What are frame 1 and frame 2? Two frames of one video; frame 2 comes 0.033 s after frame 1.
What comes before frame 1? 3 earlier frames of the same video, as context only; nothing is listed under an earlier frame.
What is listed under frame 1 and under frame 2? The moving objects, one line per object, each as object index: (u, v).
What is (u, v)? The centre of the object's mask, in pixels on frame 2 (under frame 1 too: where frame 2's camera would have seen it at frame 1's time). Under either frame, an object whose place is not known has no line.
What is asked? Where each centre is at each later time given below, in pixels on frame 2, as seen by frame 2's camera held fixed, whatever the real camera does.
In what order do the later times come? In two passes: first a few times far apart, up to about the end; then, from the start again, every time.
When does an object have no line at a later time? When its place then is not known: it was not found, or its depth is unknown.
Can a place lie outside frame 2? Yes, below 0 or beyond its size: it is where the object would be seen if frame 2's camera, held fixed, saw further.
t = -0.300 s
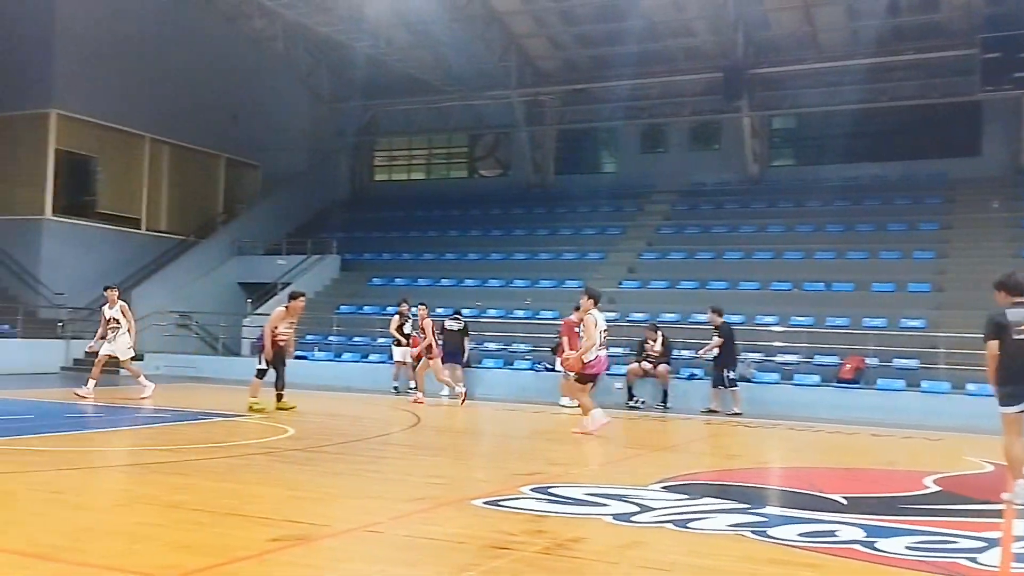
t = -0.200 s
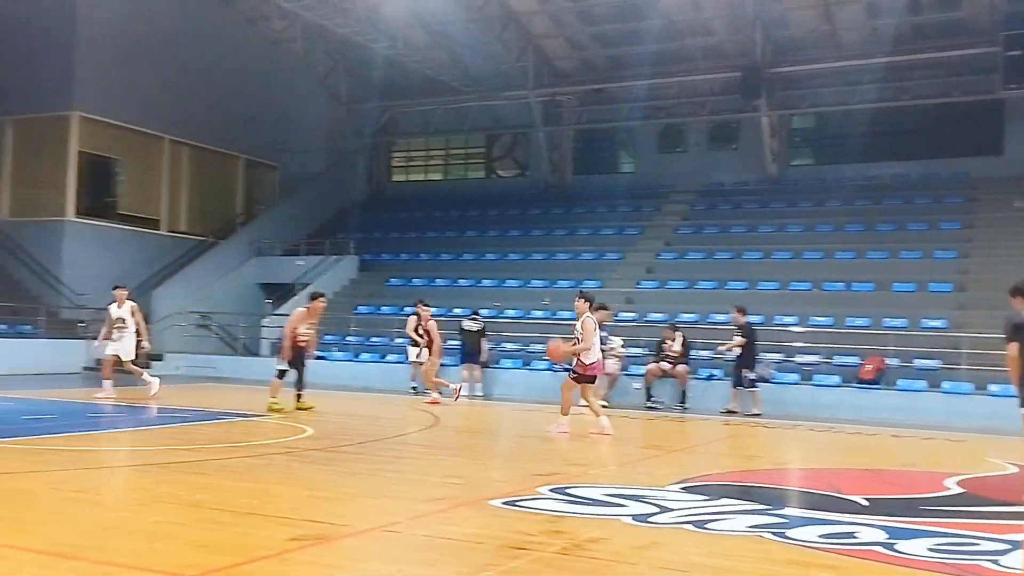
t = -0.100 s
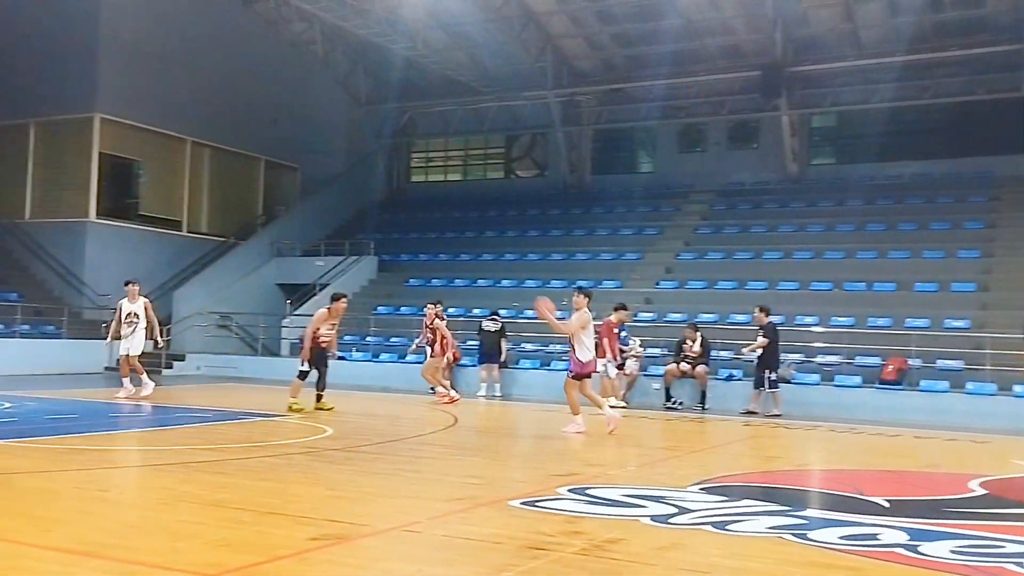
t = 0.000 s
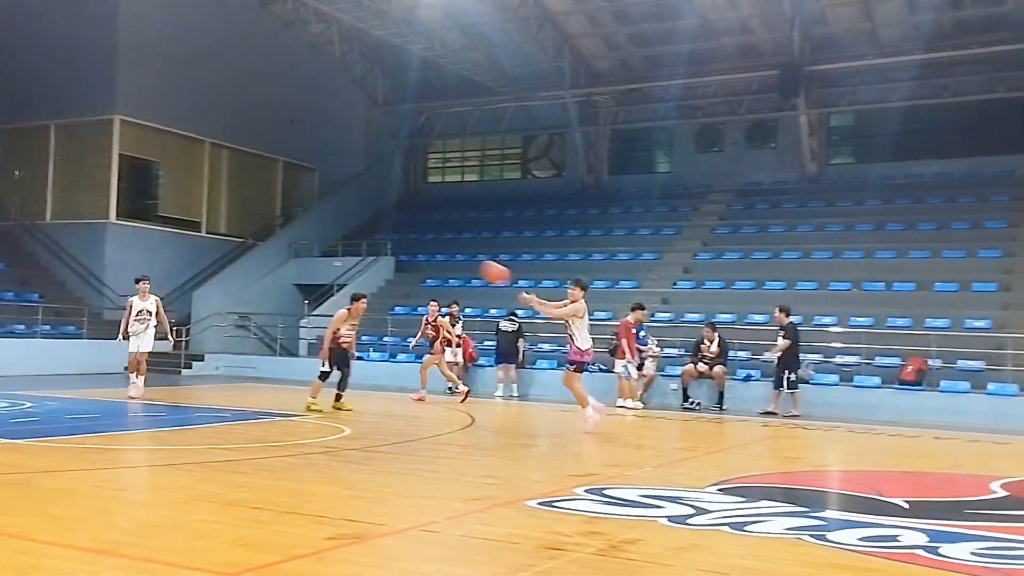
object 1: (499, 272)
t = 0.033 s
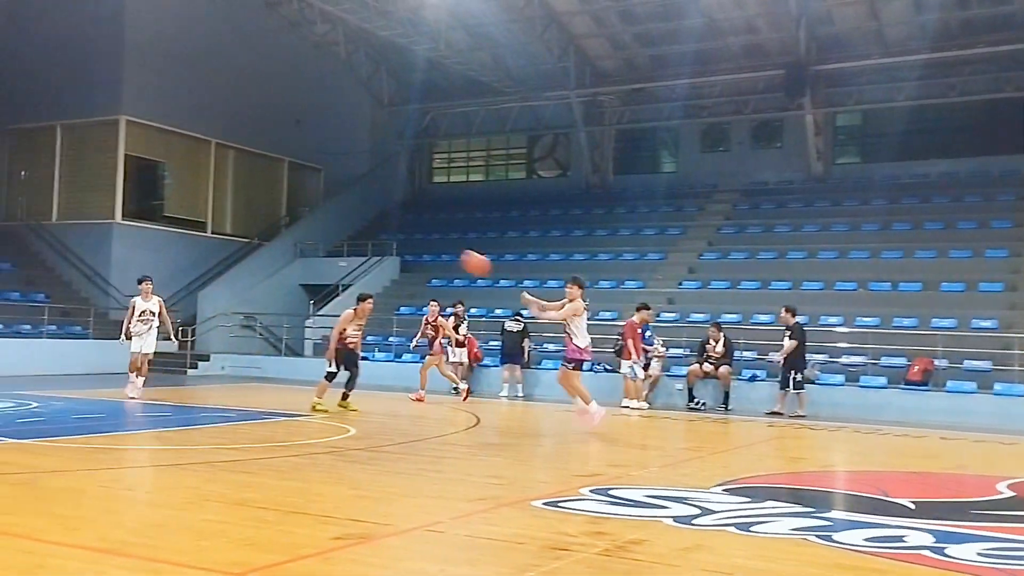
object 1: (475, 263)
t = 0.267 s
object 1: (310, 219)
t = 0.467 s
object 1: (175, 214)
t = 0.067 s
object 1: (451, 254)
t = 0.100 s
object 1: (427, 246)
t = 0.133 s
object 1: (403, 239)
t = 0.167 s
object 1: (379, 232)
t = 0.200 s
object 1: (356, 227)
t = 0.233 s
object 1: (332, 223)
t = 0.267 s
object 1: (310, 219)
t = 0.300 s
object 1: (286, 216)
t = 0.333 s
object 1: (264, 214)
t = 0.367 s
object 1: (241, 213)
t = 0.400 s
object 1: (219, 213)
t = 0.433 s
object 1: (198, 213)
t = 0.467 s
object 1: (175, 214)
